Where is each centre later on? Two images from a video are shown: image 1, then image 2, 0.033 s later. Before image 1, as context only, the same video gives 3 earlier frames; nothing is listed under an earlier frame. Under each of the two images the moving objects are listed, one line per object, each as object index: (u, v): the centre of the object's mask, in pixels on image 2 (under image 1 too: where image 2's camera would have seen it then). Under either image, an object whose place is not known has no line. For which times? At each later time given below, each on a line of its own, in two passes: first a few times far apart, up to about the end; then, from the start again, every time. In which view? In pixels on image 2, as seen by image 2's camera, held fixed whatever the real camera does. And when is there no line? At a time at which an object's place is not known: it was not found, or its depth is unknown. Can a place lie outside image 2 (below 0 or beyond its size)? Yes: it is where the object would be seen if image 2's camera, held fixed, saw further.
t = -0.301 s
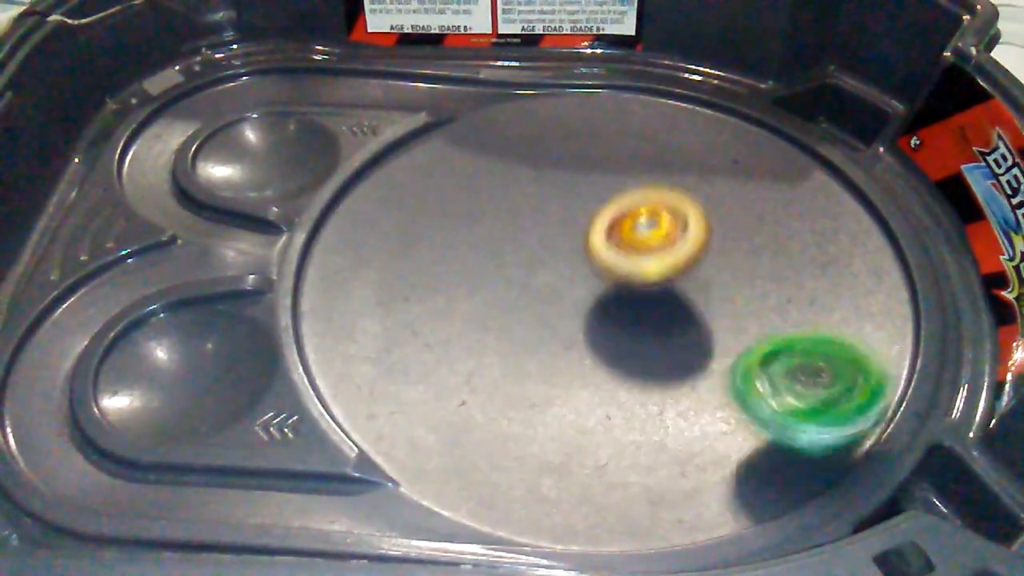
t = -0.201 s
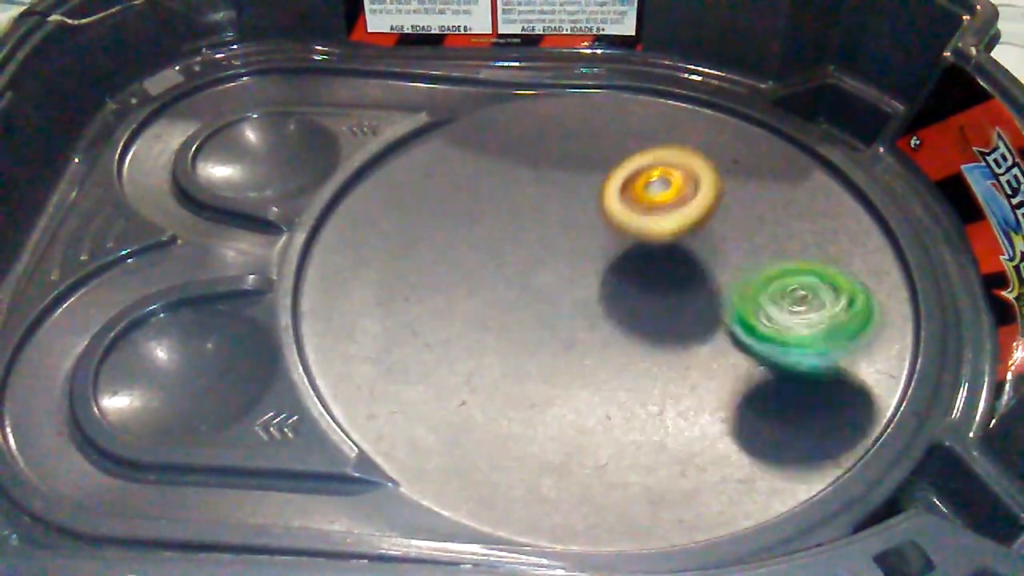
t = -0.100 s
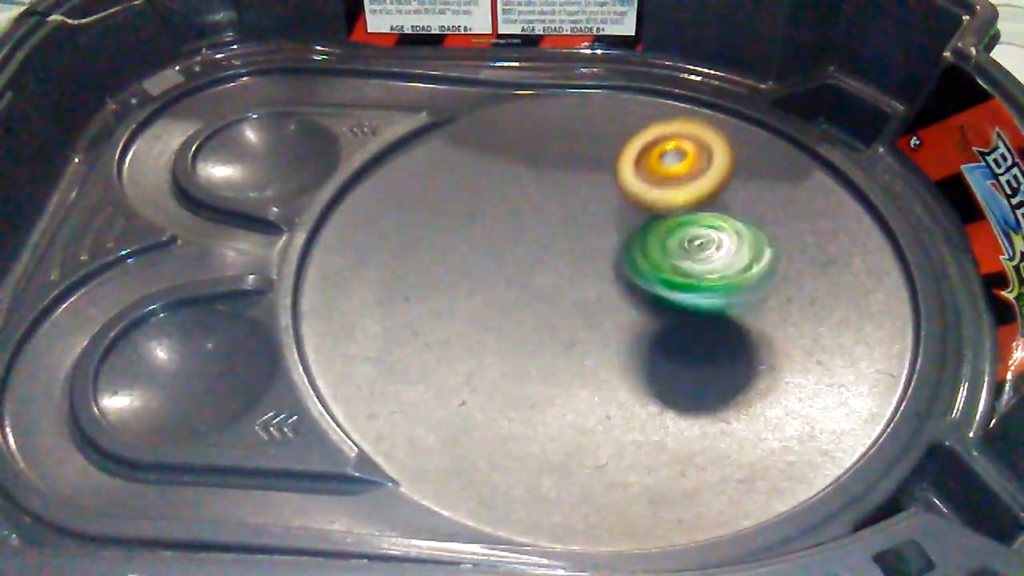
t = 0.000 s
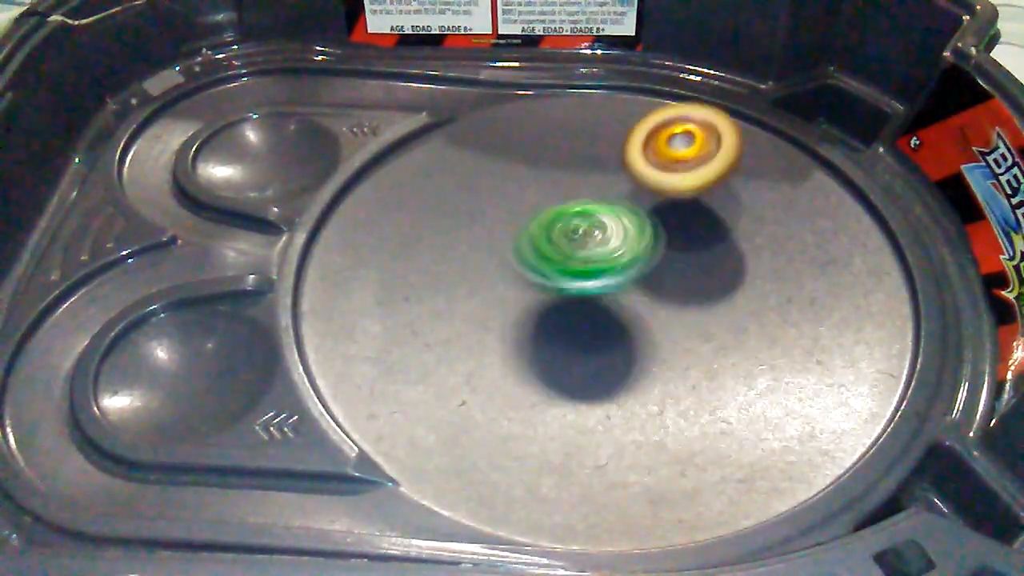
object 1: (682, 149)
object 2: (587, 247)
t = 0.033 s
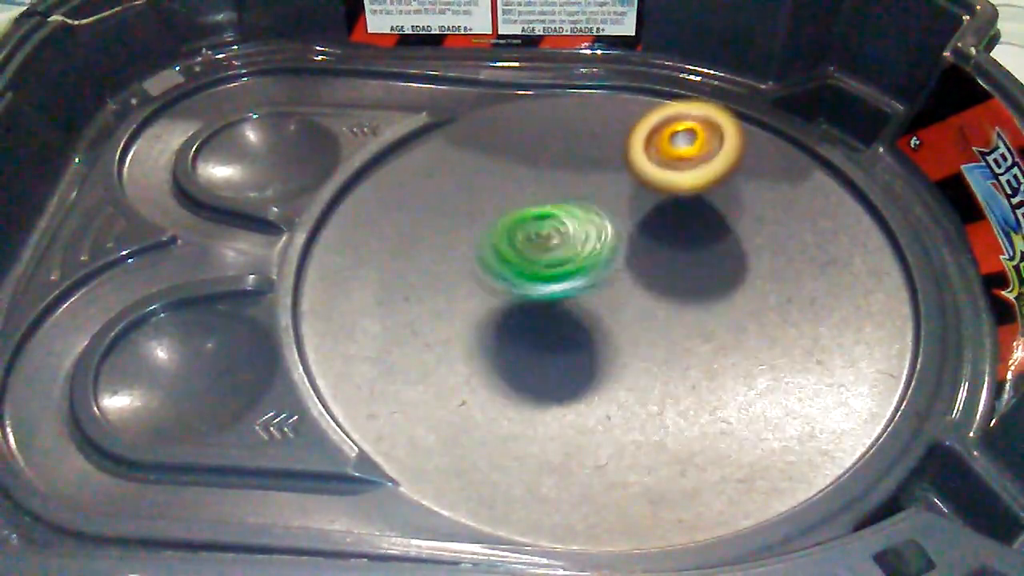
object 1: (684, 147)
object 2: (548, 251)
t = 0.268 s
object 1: (670, 163)
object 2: (425, 360)
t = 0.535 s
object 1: (572, 201)
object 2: (624, 329)
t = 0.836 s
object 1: (427, 192)
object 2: (606, 273)
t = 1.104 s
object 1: (382, 218)
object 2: (557, 285)
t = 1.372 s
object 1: (400, 276)
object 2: (544, 297)
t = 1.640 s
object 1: (435, 342)
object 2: (657, 262)
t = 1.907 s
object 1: (531, 384)
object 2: (634, 239)
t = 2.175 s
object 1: (640, 376)
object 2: (570, 277)
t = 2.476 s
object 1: (715, 318)
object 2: (549, 318)
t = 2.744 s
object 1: (712, 253)
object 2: (566, 306)
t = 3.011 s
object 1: (660, 200)
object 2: (560, 275)
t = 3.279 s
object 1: (591, 173)
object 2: (554, 283)
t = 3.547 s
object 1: (520, 185)
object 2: (564, 300)
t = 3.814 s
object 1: (456, 234)
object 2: (573, 294)
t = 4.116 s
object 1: (398, 286)
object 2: (661, 279)
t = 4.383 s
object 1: (456, 330)
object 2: (618, 270)
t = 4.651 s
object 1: (549, 380)
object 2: (595, 241)
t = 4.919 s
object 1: (632, 367)
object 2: (574, 245)
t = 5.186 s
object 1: (712, 311)
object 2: (515, 253)
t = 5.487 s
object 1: (716, 234)
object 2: (464, 305)
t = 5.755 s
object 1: (639, 194)
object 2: (574, 280)
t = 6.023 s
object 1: (541, 179)
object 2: (580, 293)
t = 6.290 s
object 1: (464, 224)
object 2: (572, 306)
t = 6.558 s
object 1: (425, 298)
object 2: (616, 297)
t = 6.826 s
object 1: (481, 368)
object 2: (604, 272)
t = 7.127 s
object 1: (614, 365)
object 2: (571, 249)
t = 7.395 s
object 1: (686, 291)
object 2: (546, 283)
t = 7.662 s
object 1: (662, 213)
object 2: (574, 303)
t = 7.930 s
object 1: (580, 178)
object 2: (599, 305)
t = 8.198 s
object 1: (494, 206)
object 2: (607, 295)
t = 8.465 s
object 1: (465, 282)
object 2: (607, 297)
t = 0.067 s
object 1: (685, 145)
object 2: (514, 258)
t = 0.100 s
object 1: (686, 145)
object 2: (481, 268)
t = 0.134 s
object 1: (686, 146)
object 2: (456, 281)
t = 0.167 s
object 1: (683, 150)
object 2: (437, 297)
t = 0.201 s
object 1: (680, 153)
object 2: (421, 317)
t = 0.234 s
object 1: (676, 157)
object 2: (418, 338)
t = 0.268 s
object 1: (670, 163)
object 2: (425, 360)
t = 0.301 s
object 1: (661, 167)
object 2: (443, 379)
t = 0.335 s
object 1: (652, 171)
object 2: (472, 393)
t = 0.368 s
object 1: (640, 176)
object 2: (506, 400)
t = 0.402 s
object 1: (627, 181)
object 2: (540, 398)
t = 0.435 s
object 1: (613, 186)
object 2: (574, 387)
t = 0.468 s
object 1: (600, 191)
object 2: (599, 371)
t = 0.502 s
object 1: (586, 196)
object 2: (616, 350)
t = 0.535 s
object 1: (572, 201)
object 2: (624, 329)
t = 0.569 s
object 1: (559, 205)
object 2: (625, 307)
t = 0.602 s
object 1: (541, 208)
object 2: (622, 288)
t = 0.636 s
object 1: (519, 203)
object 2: (623, 282)
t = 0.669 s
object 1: (497, 198)
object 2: (623, 280)
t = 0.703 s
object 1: (477, 195)
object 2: (622, 278)
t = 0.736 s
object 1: (461, 192)
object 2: (619, 276)
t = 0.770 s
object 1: (447, 192)
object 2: (615, 275)
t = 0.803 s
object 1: (436, 192)
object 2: (611, 273)
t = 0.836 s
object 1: (427, 192)
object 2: (606, 273)
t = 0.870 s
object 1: (418, 194)
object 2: (599, 274)
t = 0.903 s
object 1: (410, 196)
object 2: (593, 273)
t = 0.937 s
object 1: (404, 198)
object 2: (586, 274)
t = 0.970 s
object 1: (397, 201)
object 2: (579, 277)
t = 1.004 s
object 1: (392, 205)
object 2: (572, 279)
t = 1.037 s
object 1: (388, 209)
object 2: (566, 280)
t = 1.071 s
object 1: (384, 213)
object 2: (561, 283)
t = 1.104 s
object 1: (382, 218)
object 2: (557, 285)
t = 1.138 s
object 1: (381, 224)
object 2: (554, 286)
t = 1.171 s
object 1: (381, 230)
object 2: (551, 289)
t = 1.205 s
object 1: (382, 236)
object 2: (548, 291)
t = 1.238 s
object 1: (382, 244)
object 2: (547, 293)
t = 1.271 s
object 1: (384, 251)
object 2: (546, 293)
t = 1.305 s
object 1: (389, 260)
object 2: (545, 294)
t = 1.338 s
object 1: (394, 268)
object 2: (544, 296)
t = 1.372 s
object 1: (400, 276)
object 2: (544, 297)
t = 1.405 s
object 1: (405, 285)
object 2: (549, 297)
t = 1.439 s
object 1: (402, 293)
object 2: (567, 296)
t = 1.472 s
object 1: (402, 302)
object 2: (587, 293)
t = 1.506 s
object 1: (406, 310)
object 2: (608, 290)
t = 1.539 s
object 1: (411, 318)
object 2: (622, 282)
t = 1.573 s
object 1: (418, 326)
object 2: (640, 277)
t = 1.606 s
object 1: (426, 334)
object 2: (648, 270)
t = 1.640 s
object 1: (435, 342)
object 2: (657, 262)
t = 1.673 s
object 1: (445, 349)
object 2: (661, 256)
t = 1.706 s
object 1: (455, 356)
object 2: (663, 252)
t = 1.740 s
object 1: (466, 362)
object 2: (665, 248)
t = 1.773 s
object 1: (478, 368)
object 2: (661, 243)
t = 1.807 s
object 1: (491, 373)
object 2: (656, 239)
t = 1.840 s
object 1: (504, 378)
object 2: (650, 238)
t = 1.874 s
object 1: (518, 381)
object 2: (642, 239)
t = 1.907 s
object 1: (531, 384)
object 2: (634, 239)
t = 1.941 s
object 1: (546, 386)
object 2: (625, 240)
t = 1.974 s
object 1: (560, 386)
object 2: (615, 244)
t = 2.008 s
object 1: (575, 386)
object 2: (607, 249)
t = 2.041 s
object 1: (589, 385)
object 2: (598, 254)
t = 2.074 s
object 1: (602, 384)
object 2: (590, 258)
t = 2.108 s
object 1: (616, 382)
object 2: (583, 264)
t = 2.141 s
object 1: (628, 380)
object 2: (575, 272)
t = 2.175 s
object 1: (640, 376)
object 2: (570, 277)
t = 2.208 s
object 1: (652, 371)
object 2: (563, 283)
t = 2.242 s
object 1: (664, 366)
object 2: (557, 288)
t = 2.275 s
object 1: (675, 360)
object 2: (554, 294)
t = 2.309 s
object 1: (684, 354)
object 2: (550, 301)
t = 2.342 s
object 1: (693, 348)
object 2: (550, 305)
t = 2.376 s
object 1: (700, 341)
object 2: (548, 309)
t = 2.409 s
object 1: (706, 333)
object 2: (547, 312)
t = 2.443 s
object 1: (711, 326)
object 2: (548, 316)
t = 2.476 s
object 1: (715, 318)
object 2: (549, 318)
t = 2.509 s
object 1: (717, 311)
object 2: (552, 320)
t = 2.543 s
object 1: (720, 302)
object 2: (554, 319)
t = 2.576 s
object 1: (720, 295)
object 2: (558, 319)
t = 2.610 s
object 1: (720, 287)
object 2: (559, 317)
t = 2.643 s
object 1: (720, 278)
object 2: (561, 315)
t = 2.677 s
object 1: (718, 270)
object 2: (563, 312)
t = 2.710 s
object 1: (716, 261)
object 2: (565, 309)
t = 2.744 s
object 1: (712, 253)
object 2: (566, 306)
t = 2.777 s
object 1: (708, 245)
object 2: (566, 303)
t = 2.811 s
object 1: (703, 237)
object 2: (565, 298)
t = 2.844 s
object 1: (697, 230)
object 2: (564, 294)
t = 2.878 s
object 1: (691, 223)
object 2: (564, 289)
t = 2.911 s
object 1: (684, 216)
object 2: (565, 287)
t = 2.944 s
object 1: (677, 210)
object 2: (564, 285)
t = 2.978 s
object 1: (669, 205)
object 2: (562, 281)
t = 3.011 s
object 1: (660, 200)
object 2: (560, 275)
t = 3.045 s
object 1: (653, 196)
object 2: (559, 273)
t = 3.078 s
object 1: (645, 193)
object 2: (560, 272)
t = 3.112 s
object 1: (636, 189)
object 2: (561, 271)
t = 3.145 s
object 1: (626, 186)
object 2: (561, 270)
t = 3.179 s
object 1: (618, 181)
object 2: (557, 271)
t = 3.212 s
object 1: (608, 178)
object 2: (553, 275)
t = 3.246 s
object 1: (600, 175)
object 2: (553, 280)
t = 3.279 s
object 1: (591, 173)
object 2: (554, 283)
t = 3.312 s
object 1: (581, 172)
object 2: (553, 288)
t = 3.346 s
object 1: (573, 172)
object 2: (555, 292)
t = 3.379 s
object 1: (564, 173)
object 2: (555, 295)
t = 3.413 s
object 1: (555, 174)
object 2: (555, 295)
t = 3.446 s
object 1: (547, 176)
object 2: (554, 296)
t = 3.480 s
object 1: (538, 178)
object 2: (558, 299)
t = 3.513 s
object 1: (529, 181)
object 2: (560, 300)
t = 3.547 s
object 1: (520, 185)
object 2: (564, 300)
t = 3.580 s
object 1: (512, 189)
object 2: (564, 299)
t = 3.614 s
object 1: (504, 194)
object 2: (565, 300)
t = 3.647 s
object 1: (495, 200)
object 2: (565, 298)
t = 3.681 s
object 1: (487, 205)
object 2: (567, 297)
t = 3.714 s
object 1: (480, 212)
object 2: (568, 297)
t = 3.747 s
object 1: (472, 219)
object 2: (568, 297)
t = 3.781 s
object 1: (465, 227)
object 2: (571, 295)
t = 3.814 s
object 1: (456, 234)
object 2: (573, 294)
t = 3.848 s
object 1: (440, 239)
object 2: (587, 294)
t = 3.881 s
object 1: (427, 245)
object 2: (602, 294)
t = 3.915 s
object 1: (418, 251)
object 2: (618, 295)
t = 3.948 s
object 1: (410, 257)
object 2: (632, 295)
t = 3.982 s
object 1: (404, 263)
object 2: (640, 292)
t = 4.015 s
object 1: (400, 269)
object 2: (650, 288)
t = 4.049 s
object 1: (397, 275)
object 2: (657, 285)
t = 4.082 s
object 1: (396, 280)
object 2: (660, 281)
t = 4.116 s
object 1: (398, 286)
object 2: (661, 279)
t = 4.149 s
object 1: (399, 291)
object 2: (660, 275)
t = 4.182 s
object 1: (403, 295)
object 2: (656, 272)
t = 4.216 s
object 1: (408, 301)
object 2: (649, 269)
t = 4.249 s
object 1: (415, 307)
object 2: (644, 270)
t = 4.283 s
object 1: (423, 312)
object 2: (637, 269)
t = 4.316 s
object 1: (432, 319)
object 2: (631, 267)
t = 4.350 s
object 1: (444, 325)
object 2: (623, 267)
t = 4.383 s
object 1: (456, 330)
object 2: (618, 270)
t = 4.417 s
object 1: (470, 337)
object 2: (609, 270)
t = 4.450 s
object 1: (486, 343)
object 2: (600, 272)
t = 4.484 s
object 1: (502, 348)
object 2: (595, 273)
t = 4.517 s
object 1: (511, 357)
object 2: (593, 272)
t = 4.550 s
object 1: (518, 367)
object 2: (596, 263)
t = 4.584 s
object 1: (528, 373)
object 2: (597, 254)
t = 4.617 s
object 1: (538, 378)
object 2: (596, 250)
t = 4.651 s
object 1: (549, 380)
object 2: (595, 241)
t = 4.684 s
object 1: (561, 382)
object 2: (591, 239)
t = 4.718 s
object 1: (571, 382)
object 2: (587, 233)
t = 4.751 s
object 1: (581, 382)
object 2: (581, 235)
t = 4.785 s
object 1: (592, 381)
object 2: (579, 235)
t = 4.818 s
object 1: (602, 378)
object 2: (574, 235)
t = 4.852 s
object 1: (613, 375)
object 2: (573, 240)
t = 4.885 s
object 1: (623, 371)
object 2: (573, 241)
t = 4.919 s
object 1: (632, 367)
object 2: (574, 245)
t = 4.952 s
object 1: (640, 361)
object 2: (576, 246)
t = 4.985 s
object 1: (648, 355)
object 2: (578, 252)
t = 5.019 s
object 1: (655, 348)
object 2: (578, 255)
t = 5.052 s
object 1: (661, 341)
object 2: (577, 257)
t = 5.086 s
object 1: (669, 334)
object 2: (573, 259)
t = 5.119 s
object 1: (689, 328)
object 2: (554, 254)
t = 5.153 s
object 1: (703, 319)
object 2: (534, 254)
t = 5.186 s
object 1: (712, 311)
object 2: (515, 253)
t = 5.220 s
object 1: (719, 302)
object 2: (498, 254)
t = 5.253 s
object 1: (724, 293)
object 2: (477, 257)
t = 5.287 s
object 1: (728, 283)
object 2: (463, 264)
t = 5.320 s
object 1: (730, 274)
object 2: (455, 268)
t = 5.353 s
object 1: (729, 266)
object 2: (448, 276)
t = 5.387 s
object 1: (728, 257)
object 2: (445, 284)
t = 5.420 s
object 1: (725, 249)
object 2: (445, 291)
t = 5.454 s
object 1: (721, 241)
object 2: (450, 298)
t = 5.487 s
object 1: (716, 234)
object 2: (464, 305)
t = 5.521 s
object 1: (709, 227)
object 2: (479, 311)
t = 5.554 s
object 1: (702, 220)
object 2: (493, 313)
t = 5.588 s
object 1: (693, 215)
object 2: (514, 311)
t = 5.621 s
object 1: (683, 210)
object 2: (525, 308)
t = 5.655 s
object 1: (674, 205)
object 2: (540, 301)
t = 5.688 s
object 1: (663, 201)
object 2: (556, 294)
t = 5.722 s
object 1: (651, 198)
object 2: (566, 288)
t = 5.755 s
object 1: (639, 194)
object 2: (574, 280)
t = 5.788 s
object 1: (628, 188)
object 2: (578, 279)
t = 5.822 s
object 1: (615, 183)
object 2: (580, 284)
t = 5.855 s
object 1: (602, 180)
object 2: (580, 287)
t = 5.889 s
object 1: (590, 178)
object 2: (585, 286)
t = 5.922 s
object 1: (577, 177)
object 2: (585, 289)
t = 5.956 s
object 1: (565, 177)
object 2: (586, 291)
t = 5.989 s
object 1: (553, 177)
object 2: (584, 291)
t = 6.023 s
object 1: (541, 179)
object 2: (580, 293)
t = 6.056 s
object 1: (529, 181)
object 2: (577, 292)
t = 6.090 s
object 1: (518, 185)
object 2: (582, 297)
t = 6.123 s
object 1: (508, 190)
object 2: (579, 301)
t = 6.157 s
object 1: (498, 195)
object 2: (576, 302)
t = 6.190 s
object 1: (489, 201)
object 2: (573, 304)
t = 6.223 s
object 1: (481, 207)
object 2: (575, 306)
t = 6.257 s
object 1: (472, 215)
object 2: (573, 308)
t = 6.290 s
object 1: (464, 224)
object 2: (572, 306)
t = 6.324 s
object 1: (458, 233)
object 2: (571, 306)
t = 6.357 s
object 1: (452, 242)
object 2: (569, 305)
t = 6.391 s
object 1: (447, 251)
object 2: (567, 306)
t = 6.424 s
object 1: (438, 260)
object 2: (579, 309)
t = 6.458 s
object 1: (432, 269)
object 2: (590, 310)
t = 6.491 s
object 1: (428, 279)
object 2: (601, 308)
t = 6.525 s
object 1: (426, 288)
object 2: (611, 303)
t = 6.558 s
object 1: (425, 298)
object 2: (616, 297)
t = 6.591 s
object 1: (426, 308)
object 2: (618, 292)
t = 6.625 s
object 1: (429, 318)
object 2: (615, 286)
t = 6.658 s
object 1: (433, 328)
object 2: (613, 281)
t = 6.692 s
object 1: (440, 337)
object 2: (612, 284)
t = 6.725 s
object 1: (448, 346)
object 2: (603, 282)
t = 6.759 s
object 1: (458, 354)
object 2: (602, 273)
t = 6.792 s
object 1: (469, 361)
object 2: (606, 269)
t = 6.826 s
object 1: (481, 368)
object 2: (604, 272)
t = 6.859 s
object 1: (495, 372)
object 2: (600, 268)
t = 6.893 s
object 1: (510, 376)
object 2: (599, 265)
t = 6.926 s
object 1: (525, 378)
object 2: (594, 261)
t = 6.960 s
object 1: (541, 380)
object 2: (593, 257)
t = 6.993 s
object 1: (557, 379)
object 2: (588, 257)
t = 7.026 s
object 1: (572, 377)
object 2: (587, 253)
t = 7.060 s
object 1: (586, 374)
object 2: (583, 252)
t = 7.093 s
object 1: (600, 370)
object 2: (579, 249)
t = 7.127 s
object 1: (614, 365)
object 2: (571, 249)
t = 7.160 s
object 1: (627, 359)
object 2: (565, 249)
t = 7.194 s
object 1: (640, 351)
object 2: (556, 252)
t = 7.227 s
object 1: (651, 343)
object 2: (554, 255)
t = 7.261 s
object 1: (661, 333)
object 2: (549, 262)
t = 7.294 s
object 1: (670, 323)
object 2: (544, 264)
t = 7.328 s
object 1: (677, 313)
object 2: (543, 267)
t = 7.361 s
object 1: (682, 302)
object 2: (545, 273)
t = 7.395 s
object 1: (686, 291)
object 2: (546, 283)
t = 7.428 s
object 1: (688, 281)
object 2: (545, 286)
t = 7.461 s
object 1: (688, 270)
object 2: (549, 287)
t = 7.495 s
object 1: (687, 259)
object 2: (554, 291)
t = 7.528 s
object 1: (684, 248)
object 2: (562, 296)
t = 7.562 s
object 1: (680, 239)
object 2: (562, 298)
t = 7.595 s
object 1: (675, 229)
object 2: (563, 295)
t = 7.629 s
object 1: (669, 221)
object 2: (571, 297)
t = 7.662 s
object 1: (662, 213)
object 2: (574, 303)
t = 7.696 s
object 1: (655, 205)
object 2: (576, 307)
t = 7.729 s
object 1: (646, 198)
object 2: (575, 306)
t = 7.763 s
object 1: (636, 193)
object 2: (576, 300)
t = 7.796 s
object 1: (625, 188)
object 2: (584, 298)
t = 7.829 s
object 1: (615, 184)
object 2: (592, 299)
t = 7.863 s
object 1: (603, 181)
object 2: (599, 301)
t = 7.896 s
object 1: (591, 179)
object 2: (600, 305)
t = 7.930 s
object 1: (580, 178)
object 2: (599, 305)
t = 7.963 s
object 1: (568, 178)
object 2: (598, 306)
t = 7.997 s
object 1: (556, 179)
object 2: (595, 303)
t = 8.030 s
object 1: (545, 180)
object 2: (595, 300)
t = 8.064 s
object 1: (534, 183)
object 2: (595, 299)
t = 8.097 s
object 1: (523, 188)
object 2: (598, 296)
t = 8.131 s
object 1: (513, 193)
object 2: (600, 300)
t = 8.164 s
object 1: (503, 199)
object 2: (602, 297)
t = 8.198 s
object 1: (494, 206)
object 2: (607, 295)
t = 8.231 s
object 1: (486, 213)
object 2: (612, 300)
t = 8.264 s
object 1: (480, 221)
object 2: (614, 300)
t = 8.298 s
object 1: (474, 230)
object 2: (614, 302)
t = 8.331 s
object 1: (470, 240)
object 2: (614, 301)
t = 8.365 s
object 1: (467, 251)
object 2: (613, 301)
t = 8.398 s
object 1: (465, 261)
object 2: (611, 301)
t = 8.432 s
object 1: (465, 271)
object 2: (608, 299)
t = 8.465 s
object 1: (465, 282)
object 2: (607, 297)
